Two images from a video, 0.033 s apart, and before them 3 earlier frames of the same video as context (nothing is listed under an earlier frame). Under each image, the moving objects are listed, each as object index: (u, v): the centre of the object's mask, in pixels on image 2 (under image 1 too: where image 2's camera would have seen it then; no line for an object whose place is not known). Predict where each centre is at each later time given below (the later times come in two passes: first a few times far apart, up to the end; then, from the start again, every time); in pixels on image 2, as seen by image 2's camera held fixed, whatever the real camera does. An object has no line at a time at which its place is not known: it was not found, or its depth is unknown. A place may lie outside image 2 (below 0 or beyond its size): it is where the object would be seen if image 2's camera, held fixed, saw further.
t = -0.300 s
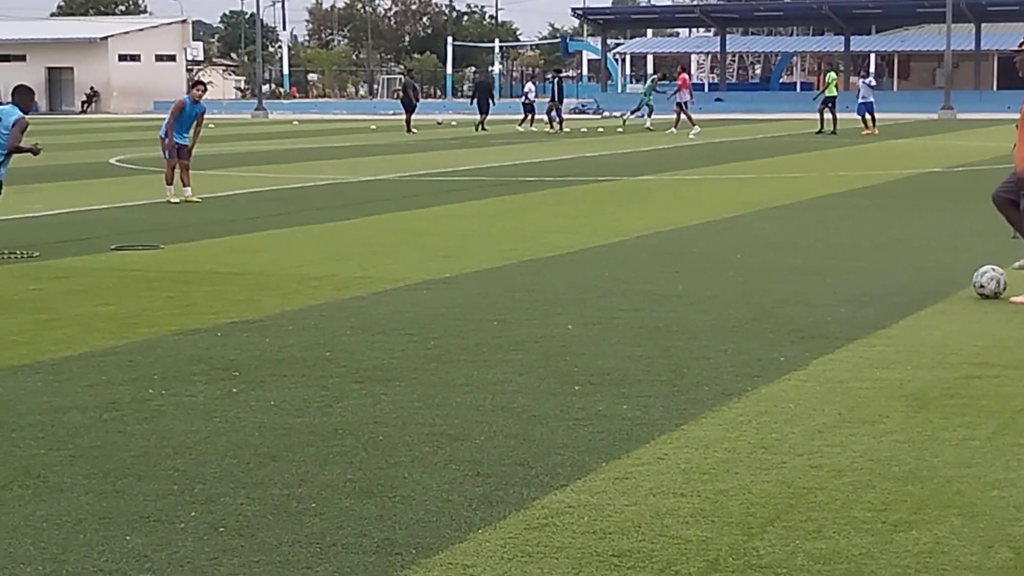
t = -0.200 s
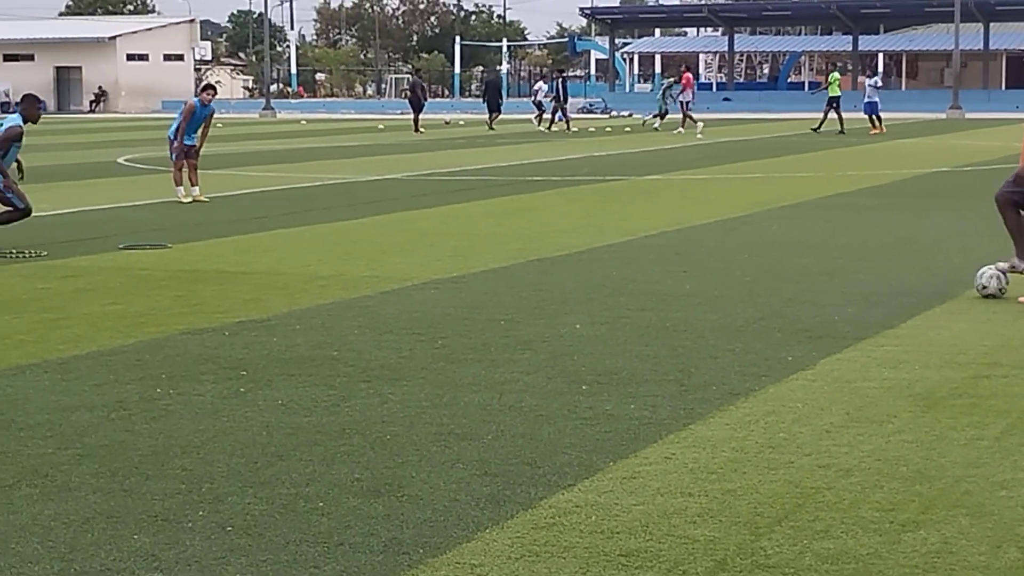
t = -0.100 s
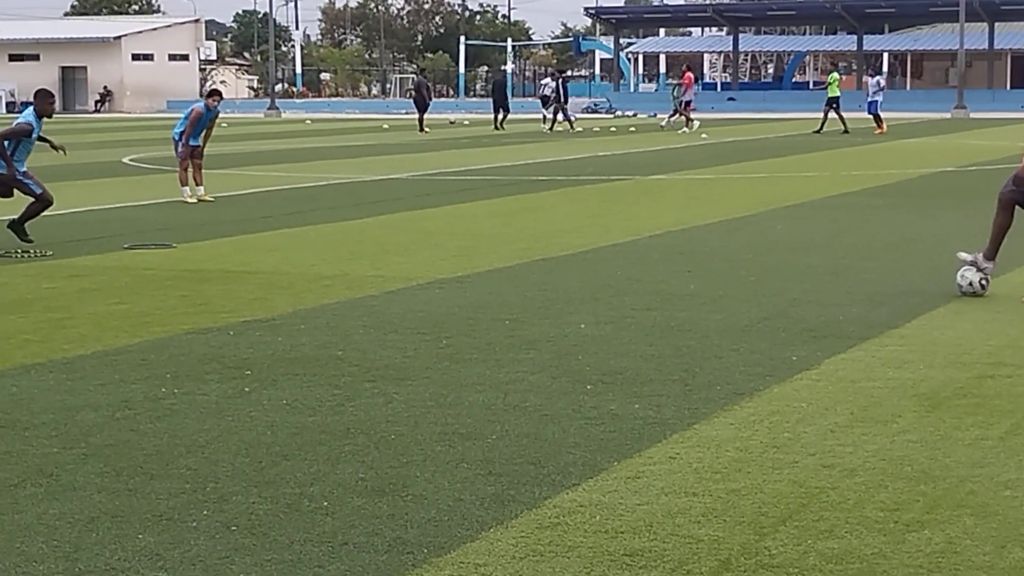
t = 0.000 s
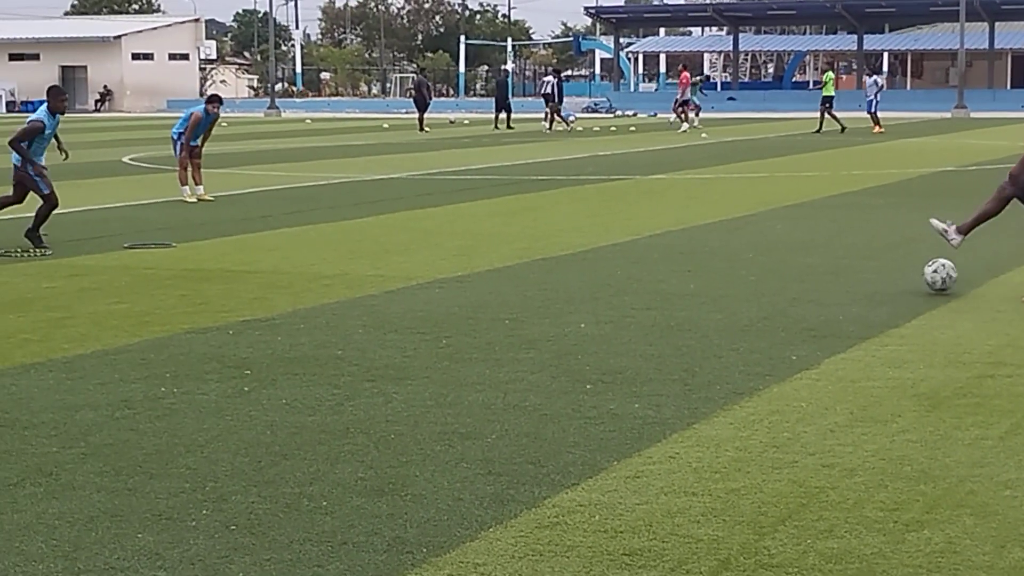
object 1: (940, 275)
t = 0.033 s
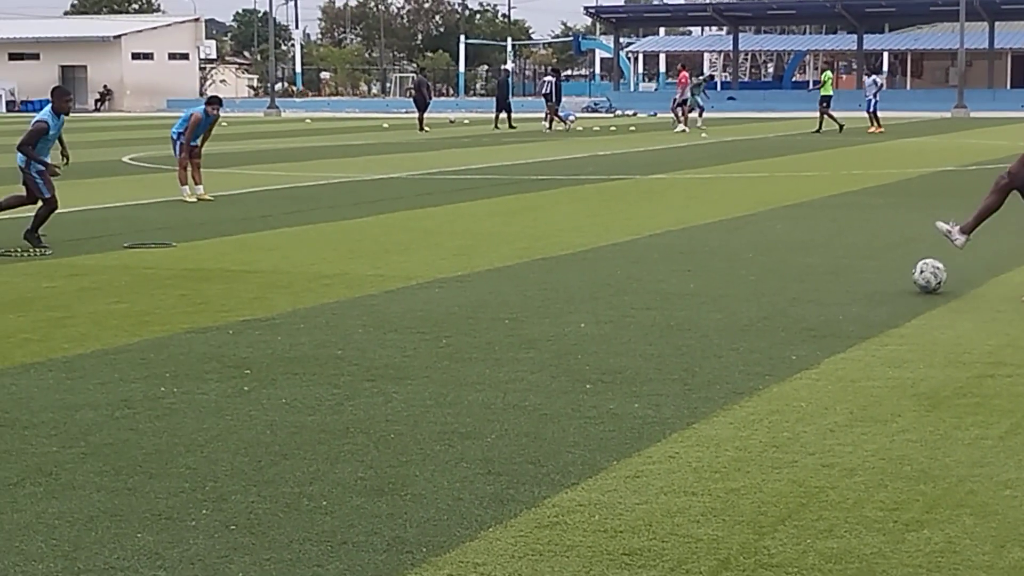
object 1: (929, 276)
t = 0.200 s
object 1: (877, 273)
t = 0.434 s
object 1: (809, 270)
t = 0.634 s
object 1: (754, 267)
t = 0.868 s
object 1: (695, 265)
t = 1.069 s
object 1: (650, 262)
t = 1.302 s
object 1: (600, 259)
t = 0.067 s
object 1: (919, 276)
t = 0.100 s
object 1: (909, 275)
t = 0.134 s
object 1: (898, 274)
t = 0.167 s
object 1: (887, 274)
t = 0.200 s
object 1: (877, 273)
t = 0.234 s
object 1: (866, 272)
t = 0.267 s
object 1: (857, 273)
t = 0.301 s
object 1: (847, 272)
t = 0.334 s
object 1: (837, 271)
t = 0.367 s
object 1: (828, 272)
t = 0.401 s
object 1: (818, 271)
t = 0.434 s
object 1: (809, 270)
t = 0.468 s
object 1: (799, 270)
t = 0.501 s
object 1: (790, 269)
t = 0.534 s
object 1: (780, 269)
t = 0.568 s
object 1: (771, 269)
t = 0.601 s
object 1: (762, 269)
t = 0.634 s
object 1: (754, 267)
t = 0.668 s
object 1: (746, 267)
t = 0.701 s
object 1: (738, 267)
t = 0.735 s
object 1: (728, 267)
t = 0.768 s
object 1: (721, 266)
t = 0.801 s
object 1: (712, 266)
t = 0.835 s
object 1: (703, 266)
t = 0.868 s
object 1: (695, 265)
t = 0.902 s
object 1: (687, 264)
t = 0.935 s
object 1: (680, 264)
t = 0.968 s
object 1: (672, 263)
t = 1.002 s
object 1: (665, 263)
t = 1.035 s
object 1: (657, 263)
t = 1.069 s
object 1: (650, 262)
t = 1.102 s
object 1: (642, 262)
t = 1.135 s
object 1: (635, 261)
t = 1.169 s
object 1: (628, 260)
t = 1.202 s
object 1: (621, 260)
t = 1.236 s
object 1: (614, 260)
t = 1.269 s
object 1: (607, 259)
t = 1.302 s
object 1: (600, 259)
